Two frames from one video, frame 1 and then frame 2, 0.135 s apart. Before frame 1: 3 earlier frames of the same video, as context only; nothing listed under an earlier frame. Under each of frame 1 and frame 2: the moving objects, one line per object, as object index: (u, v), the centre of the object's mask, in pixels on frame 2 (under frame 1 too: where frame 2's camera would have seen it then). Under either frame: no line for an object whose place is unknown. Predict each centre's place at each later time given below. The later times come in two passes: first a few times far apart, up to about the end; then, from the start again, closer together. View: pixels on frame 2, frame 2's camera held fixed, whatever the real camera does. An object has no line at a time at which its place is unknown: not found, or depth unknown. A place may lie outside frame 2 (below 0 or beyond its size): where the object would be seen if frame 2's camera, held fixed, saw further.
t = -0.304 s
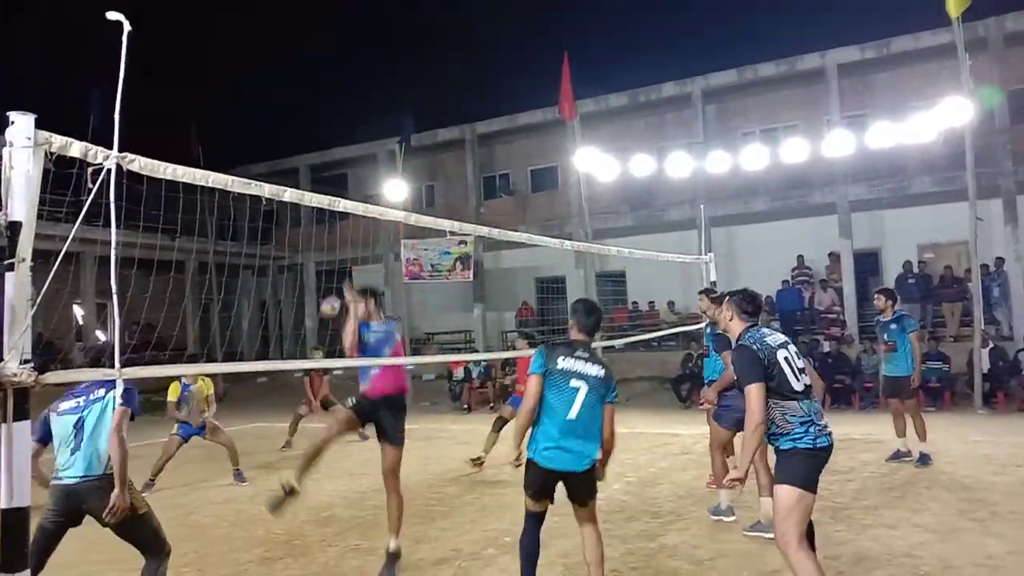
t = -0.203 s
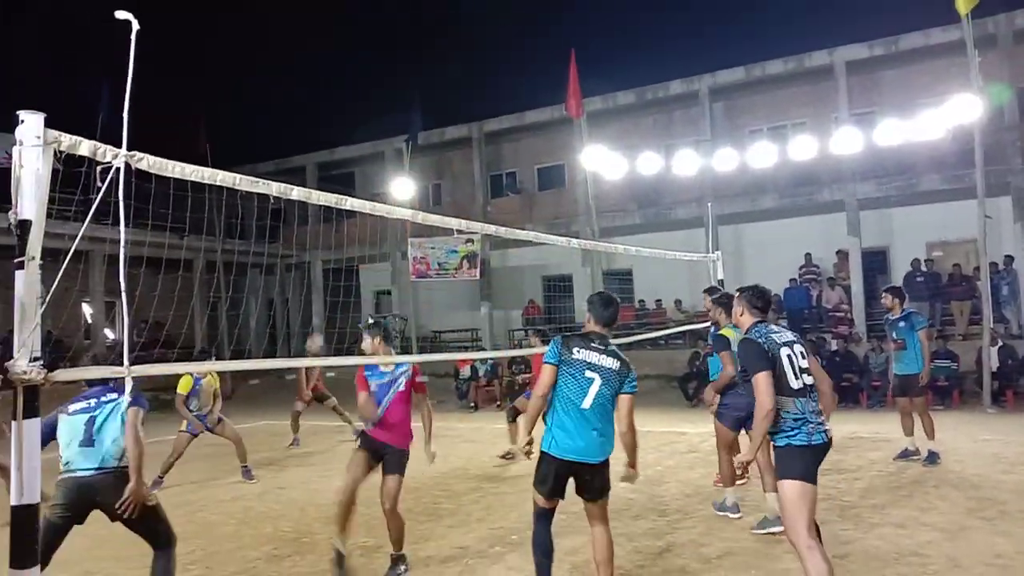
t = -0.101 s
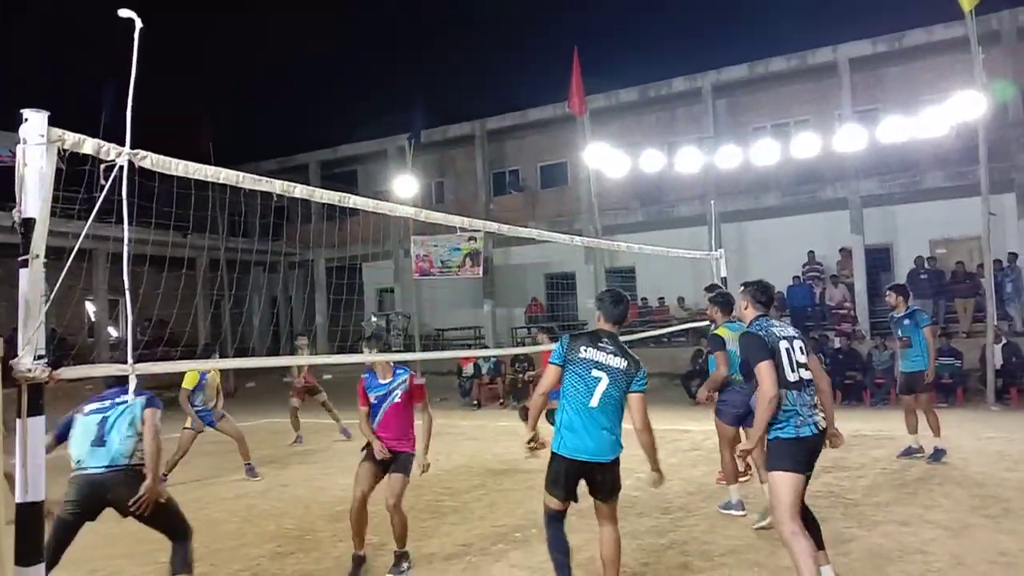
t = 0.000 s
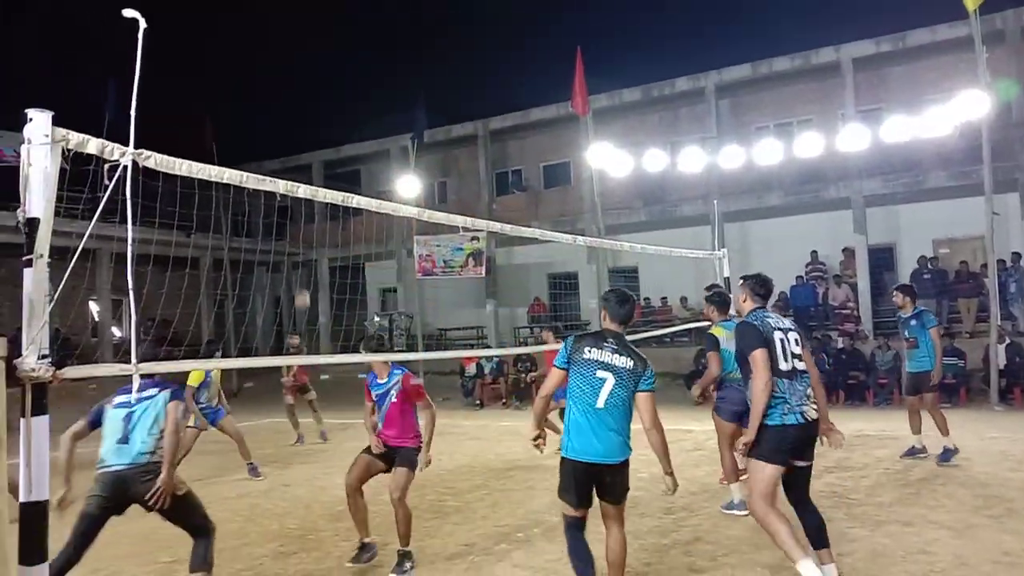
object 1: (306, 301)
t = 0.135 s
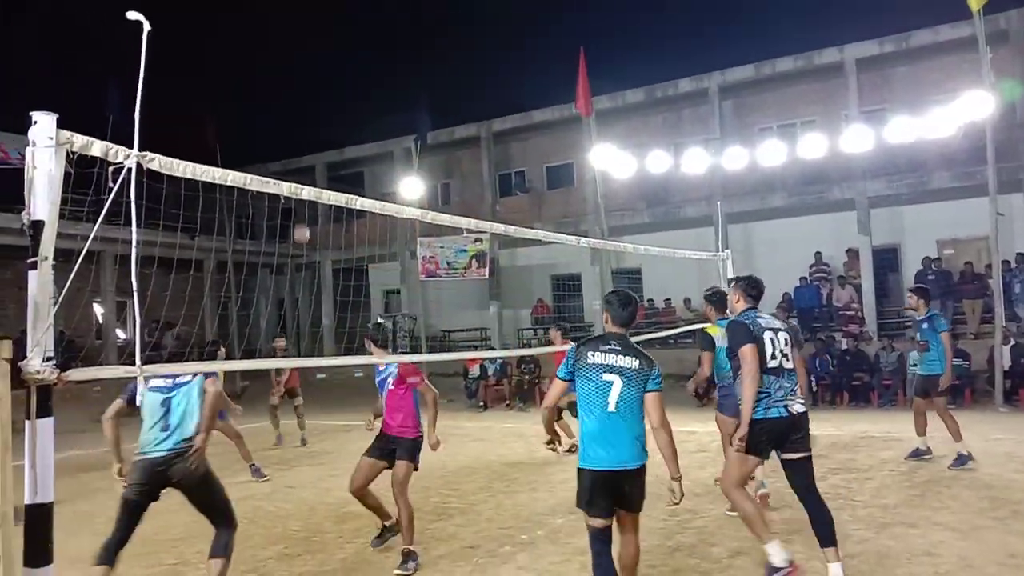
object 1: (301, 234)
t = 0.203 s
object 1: (299, 206)
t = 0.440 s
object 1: (293, 121)
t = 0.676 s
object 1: (288, 76)
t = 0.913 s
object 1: (285, 71)
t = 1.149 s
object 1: (284, 114)
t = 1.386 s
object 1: (287, 206)
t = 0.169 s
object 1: (300, 219)
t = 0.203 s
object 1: (299, 206)
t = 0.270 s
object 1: (297, 176)
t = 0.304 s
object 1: (296, 164)
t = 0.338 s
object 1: (296, 153)
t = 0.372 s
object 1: (295, 141)
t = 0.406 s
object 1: (294, 131)
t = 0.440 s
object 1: (293, 121)
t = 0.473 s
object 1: (292, 112)
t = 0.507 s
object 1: (291, 104)
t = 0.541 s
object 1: (291, 97)
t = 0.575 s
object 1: (290, 90)
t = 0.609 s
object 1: (289, 84)
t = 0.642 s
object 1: (289, 79)
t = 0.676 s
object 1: (288, 76)
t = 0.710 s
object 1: (288, 72)
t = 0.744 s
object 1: (287, 70)
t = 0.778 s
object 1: (287, 68)
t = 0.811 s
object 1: (286, 67)
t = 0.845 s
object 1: (286, 67)
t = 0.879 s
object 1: (285, 69)
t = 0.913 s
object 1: (285, 71)
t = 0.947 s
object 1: (285, 75)
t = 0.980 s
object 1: (284, 79)
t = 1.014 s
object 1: (284, 84)
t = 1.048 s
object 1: (284, 90)
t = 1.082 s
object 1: (284, 97)
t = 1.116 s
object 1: (284, 105)
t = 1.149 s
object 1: (284, 114)
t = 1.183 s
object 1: (284, 124)
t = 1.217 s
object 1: (284, 135)
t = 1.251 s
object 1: (285, 147)
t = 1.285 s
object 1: (286, 160)
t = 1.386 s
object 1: (287, 206)
